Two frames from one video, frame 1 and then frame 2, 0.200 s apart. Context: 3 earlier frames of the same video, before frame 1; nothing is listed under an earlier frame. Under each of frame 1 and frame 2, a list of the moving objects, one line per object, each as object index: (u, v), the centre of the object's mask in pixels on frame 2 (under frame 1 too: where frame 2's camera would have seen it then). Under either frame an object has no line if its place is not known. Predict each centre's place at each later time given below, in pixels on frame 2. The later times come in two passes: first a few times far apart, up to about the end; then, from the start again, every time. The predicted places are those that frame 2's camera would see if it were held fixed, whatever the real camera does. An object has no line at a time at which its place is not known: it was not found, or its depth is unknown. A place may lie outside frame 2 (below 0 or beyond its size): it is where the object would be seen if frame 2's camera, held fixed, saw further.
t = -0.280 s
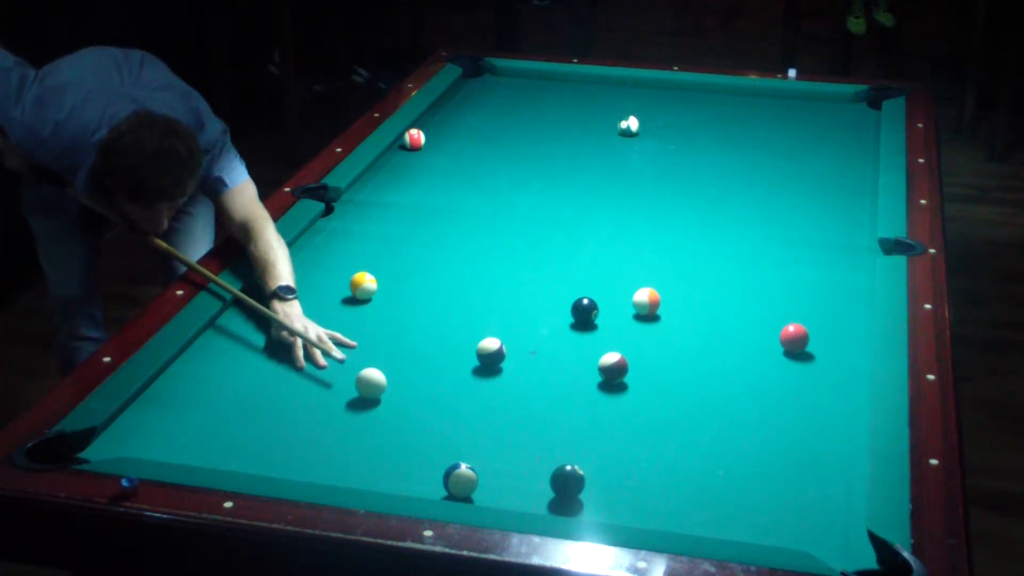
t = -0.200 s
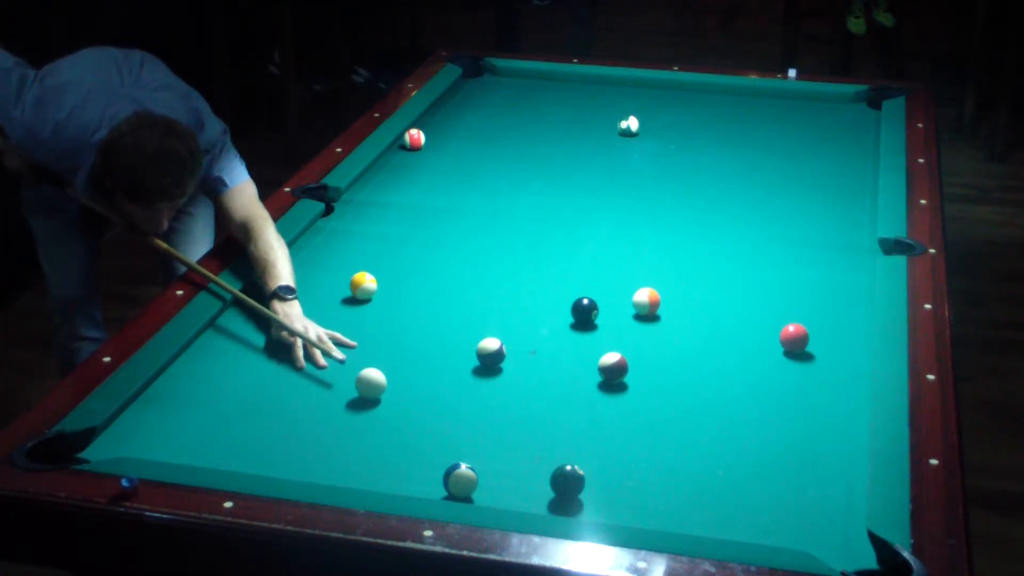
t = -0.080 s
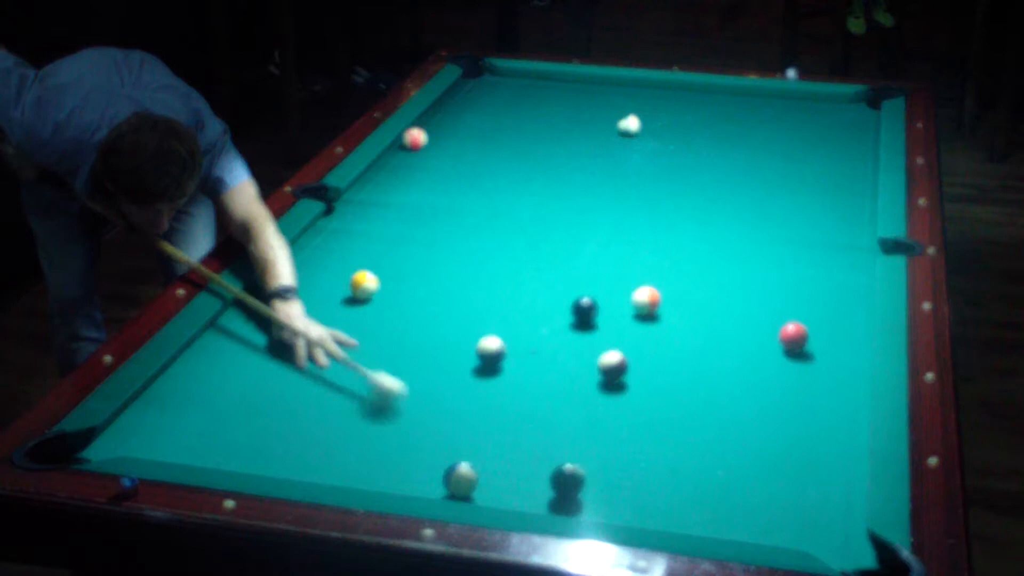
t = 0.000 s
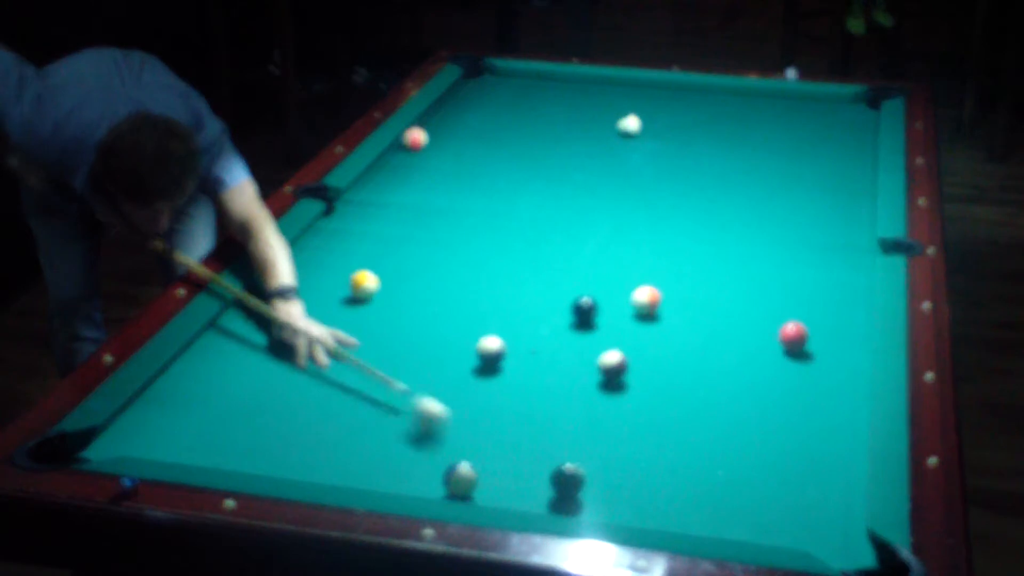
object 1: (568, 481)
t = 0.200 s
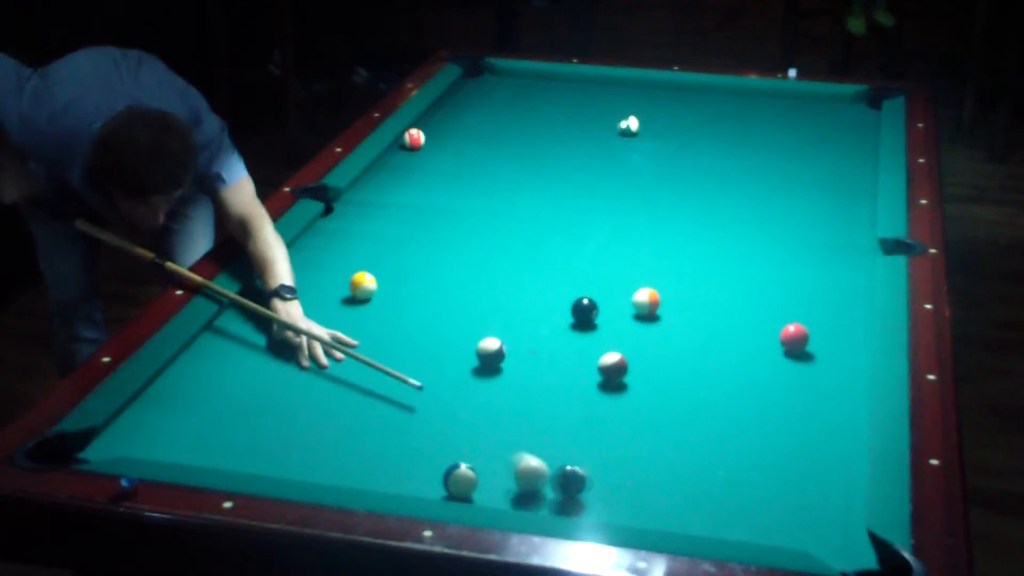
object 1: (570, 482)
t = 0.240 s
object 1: (592, 484)
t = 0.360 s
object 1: (653, 498)
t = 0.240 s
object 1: (592, 484)
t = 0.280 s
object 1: (614, 490)
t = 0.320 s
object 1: (635, 494)
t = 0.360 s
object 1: (653, 498)
